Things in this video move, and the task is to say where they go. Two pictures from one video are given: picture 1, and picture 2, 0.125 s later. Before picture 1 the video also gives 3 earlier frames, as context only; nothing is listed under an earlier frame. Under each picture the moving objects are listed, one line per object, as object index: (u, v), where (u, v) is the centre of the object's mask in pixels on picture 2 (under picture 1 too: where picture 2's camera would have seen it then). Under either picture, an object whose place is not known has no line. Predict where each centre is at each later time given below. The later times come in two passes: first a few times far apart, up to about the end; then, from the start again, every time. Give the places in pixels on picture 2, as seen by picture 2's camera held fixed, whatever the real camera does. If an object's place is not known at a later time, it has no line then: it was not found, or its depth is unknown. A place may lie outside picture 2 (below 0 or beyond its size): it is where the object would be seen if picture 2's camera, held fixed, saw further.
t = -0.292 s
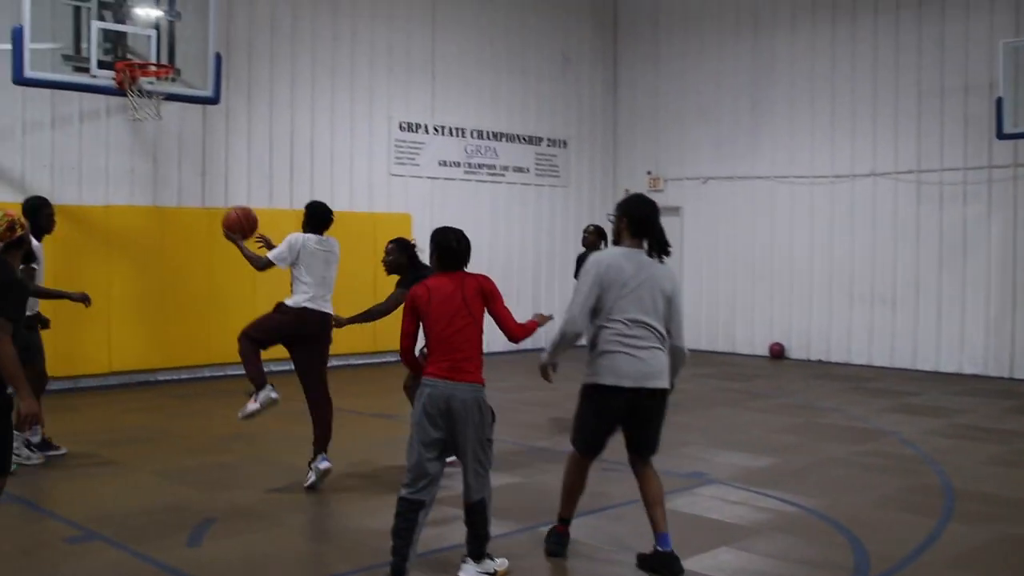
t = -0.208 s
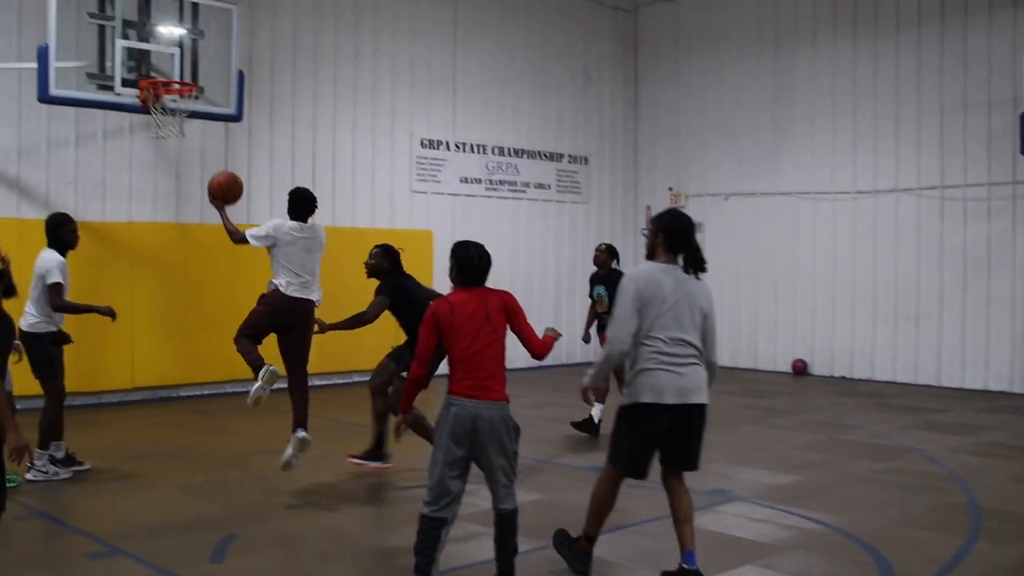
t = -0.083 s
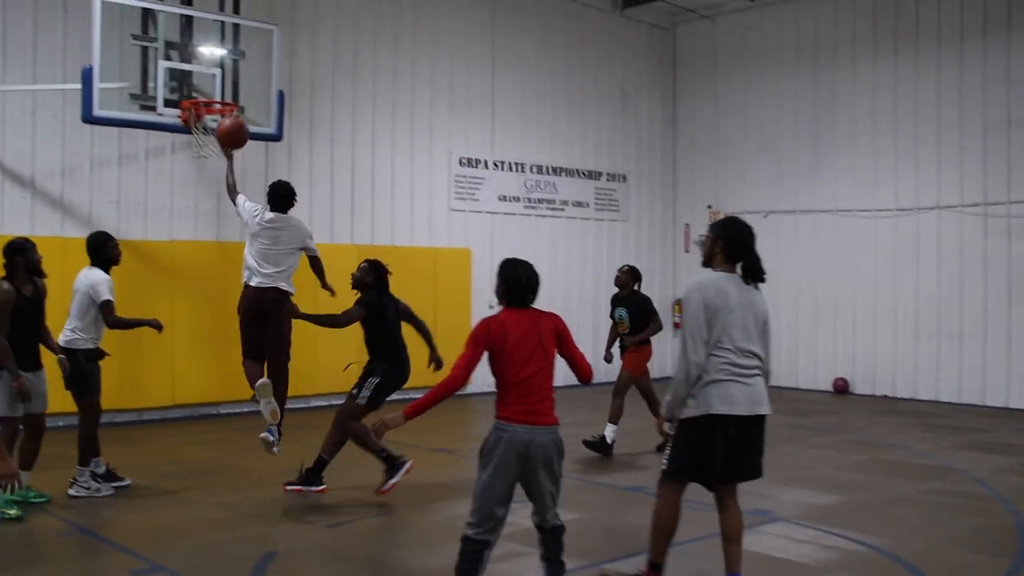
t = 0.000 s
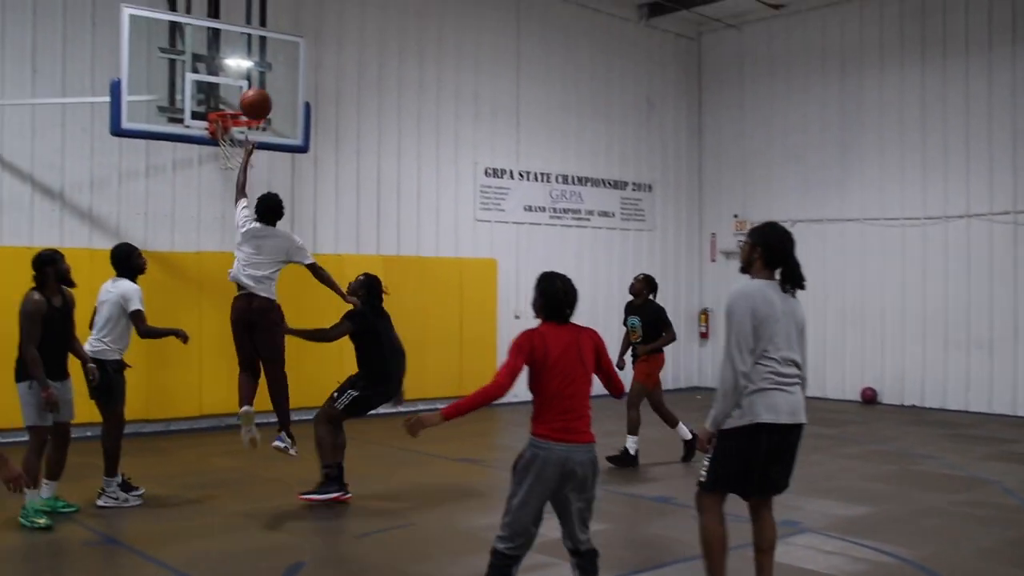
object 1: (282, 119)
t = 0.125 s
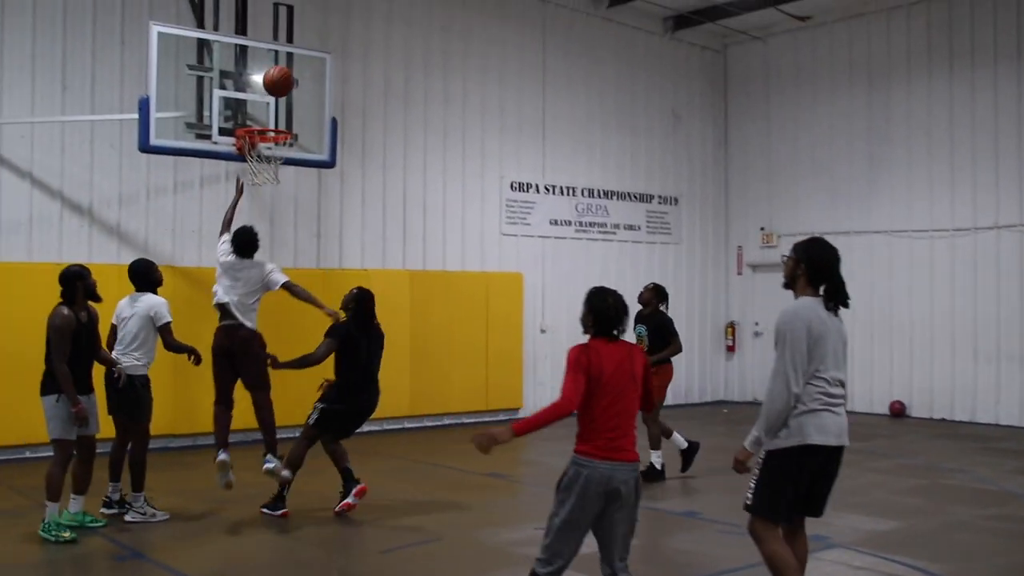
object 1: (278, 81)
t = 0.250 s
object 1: (273, 60)
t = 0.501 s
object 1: (265, 80)
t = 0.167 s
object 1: (277, 70)
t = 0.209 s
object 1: (275, 65)
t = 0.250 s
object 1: (273, 60)
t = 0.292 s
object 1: (272, 58)
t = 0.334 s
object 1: (271, 58)
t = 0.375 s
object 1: (269, 60)
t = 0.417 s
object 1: (268, 65)
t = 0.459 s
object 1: (266, 70)
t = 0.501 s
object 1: (265, 80)
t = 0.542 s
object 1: (263, 88)
